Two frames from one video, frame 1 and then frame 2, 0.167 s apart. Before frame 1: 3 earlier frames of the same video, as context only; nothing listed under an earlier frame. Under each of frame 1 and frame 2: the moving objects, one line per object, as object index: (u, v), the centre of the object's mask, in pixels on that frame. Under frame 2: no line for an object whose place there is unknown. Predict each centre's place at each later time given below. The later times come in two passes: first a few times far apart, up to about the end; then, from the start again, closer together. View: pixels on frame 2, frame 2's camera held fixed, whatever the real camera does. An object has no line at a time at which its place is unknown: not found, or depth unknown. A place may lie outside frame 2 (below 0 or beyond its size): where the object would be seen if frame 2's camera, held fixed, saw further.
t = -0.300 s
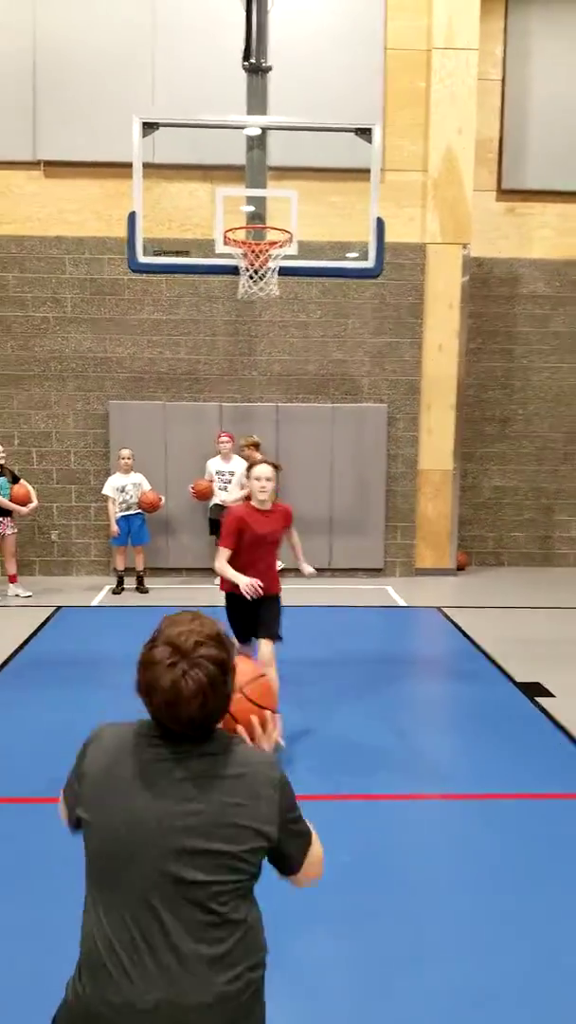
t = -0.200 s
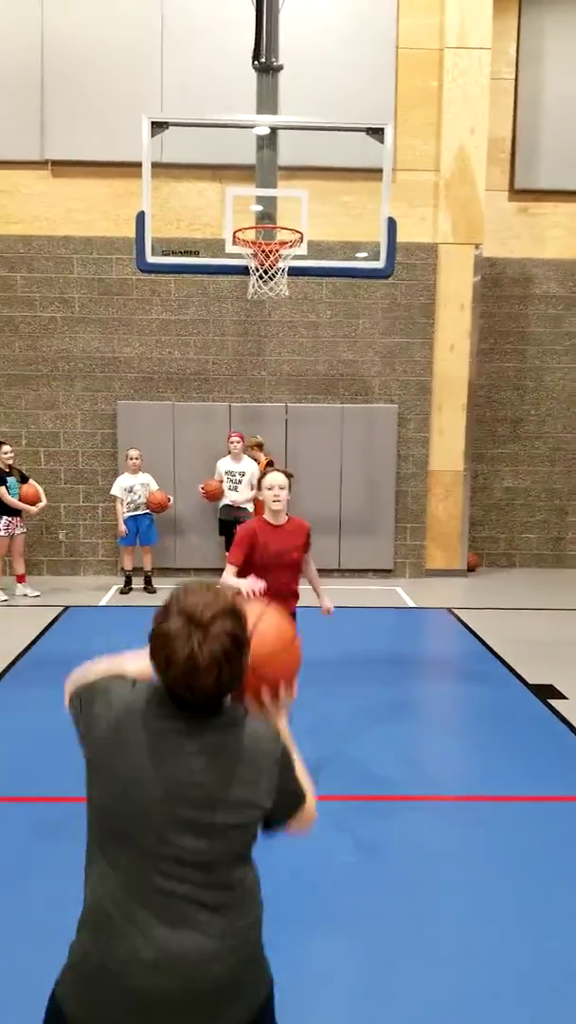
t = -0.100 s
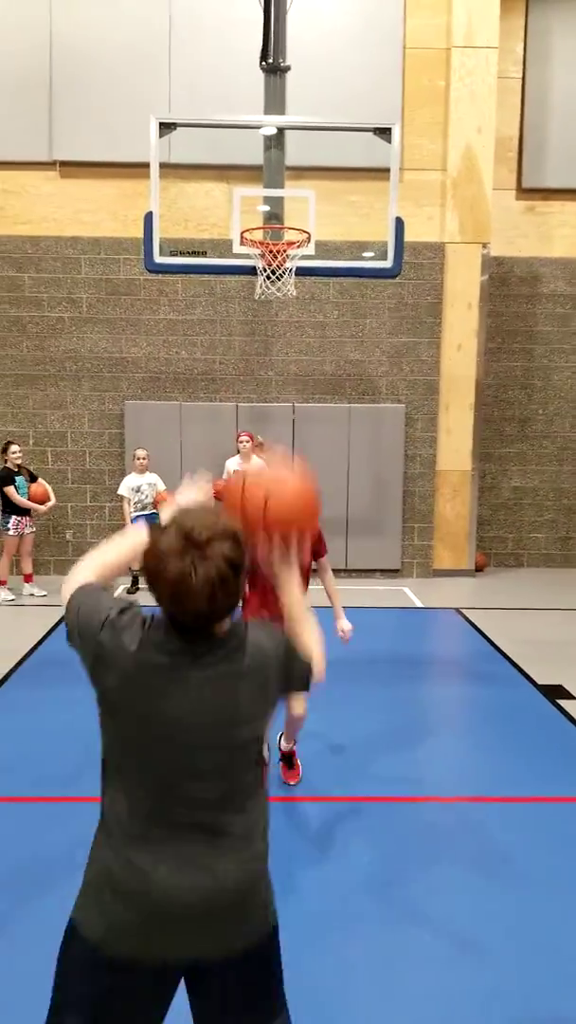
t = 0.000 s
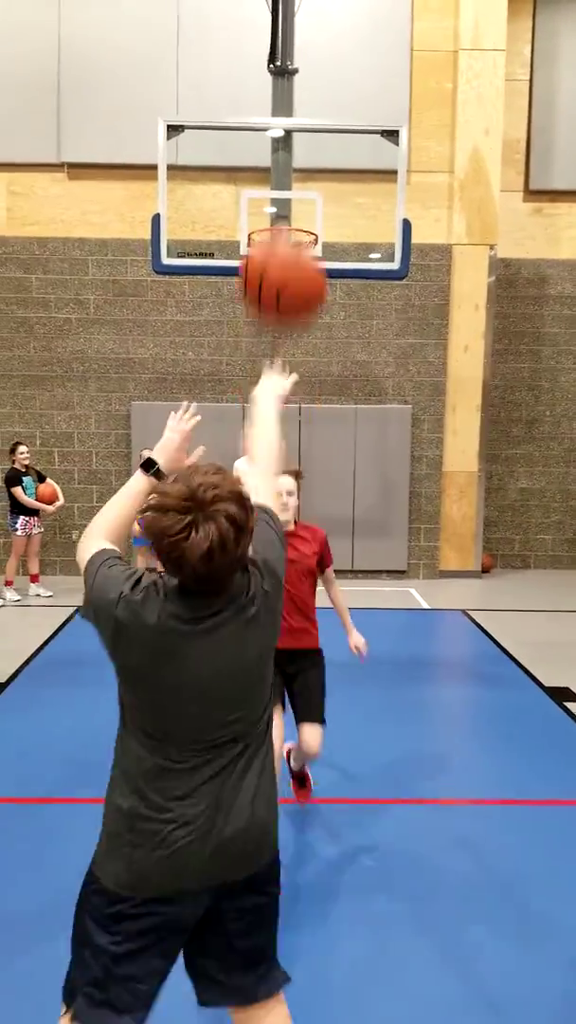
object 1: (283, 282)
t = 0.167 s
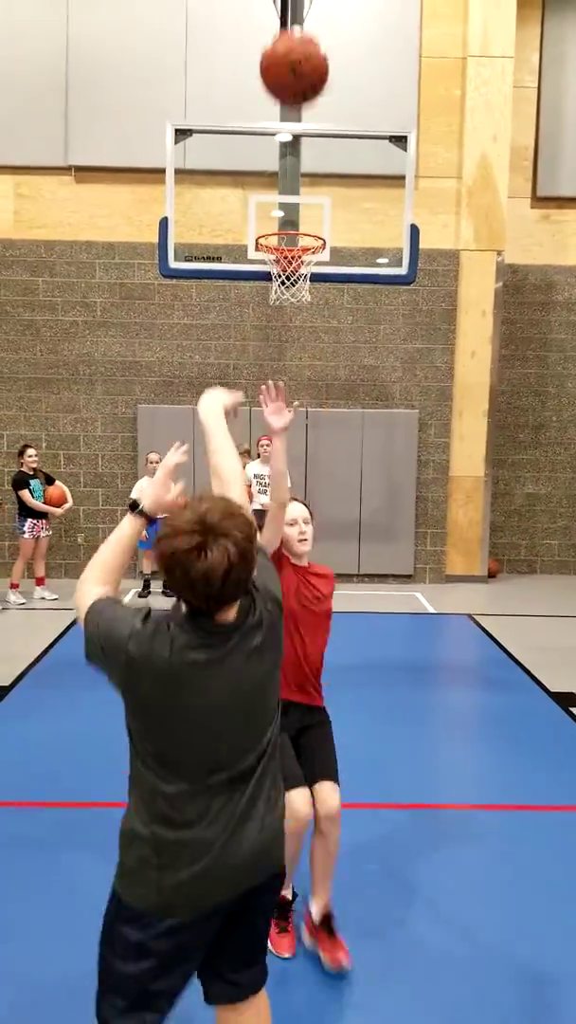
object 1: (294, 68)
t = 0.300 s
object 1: (292, 16)
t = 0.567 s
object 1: (288, 34)
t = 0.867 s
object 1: (284, 181)
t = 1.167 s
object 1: (303, 279)
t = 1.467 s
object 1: (276, 402)
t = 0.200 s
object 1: (294, 48)
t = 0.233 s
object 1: (293, 32)
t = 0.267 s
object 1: (293, 22)
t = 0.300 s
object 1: (292, 16)
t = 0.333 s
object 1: (291, 13)
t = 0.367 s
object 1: (290, 10)
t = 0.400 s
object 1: (291, 9)
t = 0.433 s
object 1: (290, 10)
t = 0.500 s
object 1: (288, 15)
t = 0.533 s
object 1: (289, 24)
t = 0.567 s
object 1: (288, 34)
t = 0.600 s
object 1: (288, 46)
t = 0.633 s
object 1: (288, 59)
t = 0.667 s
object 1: (287, 73)
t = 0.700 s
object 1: (287, 89)
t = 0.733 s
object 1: (286, 106)
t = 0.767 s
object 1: (285, 124)
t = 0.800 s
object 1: (284, 144)
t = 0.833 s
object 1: (284, 162)
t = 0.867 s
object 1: (284, 181)
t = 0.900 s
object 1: (282, 202)
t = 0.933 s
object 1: (282, 221)
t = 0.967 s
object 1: (285, 241)
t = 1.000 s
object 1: (297, 249)
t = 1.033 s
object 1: (305, 252)
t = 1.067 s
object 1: (309, 259)
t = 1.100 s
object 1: (307, 263)
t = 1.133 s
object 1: (306, 273)
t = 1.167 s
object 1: (303, 279)
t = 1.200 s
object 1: (299, 283)
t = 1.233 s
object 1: (297, 292)
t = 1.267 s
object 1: (293, 302)
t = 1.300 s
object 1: (290, 314)
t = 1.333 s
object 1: (288, 328)
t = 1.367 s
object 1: (285, 344)
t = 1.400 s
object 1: (282, 362)
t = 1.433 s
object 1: (278, 382)
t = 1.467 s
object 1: (276, 402)
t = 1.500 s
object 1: (272, 423)
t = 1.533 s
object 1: (269, 445)
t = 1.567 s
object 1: (266, 469)
